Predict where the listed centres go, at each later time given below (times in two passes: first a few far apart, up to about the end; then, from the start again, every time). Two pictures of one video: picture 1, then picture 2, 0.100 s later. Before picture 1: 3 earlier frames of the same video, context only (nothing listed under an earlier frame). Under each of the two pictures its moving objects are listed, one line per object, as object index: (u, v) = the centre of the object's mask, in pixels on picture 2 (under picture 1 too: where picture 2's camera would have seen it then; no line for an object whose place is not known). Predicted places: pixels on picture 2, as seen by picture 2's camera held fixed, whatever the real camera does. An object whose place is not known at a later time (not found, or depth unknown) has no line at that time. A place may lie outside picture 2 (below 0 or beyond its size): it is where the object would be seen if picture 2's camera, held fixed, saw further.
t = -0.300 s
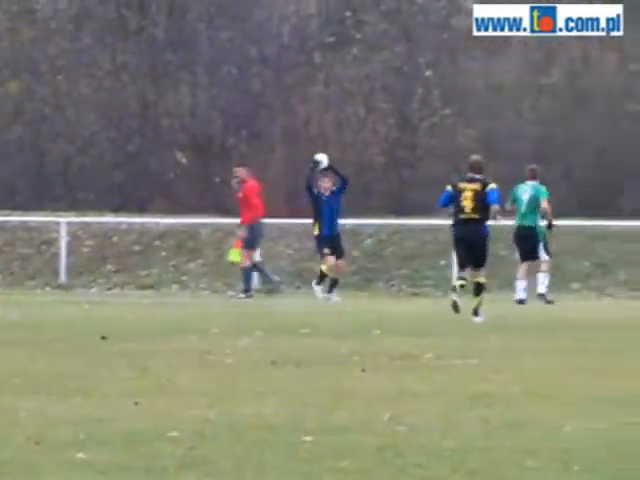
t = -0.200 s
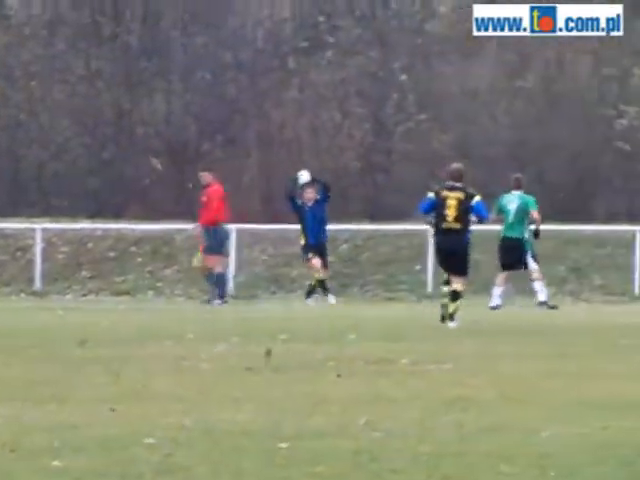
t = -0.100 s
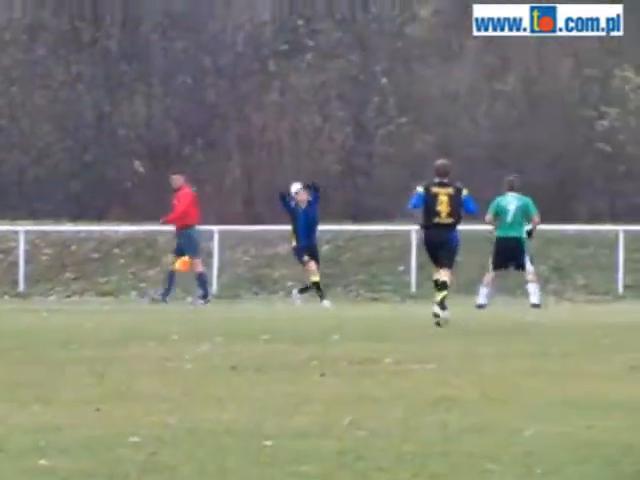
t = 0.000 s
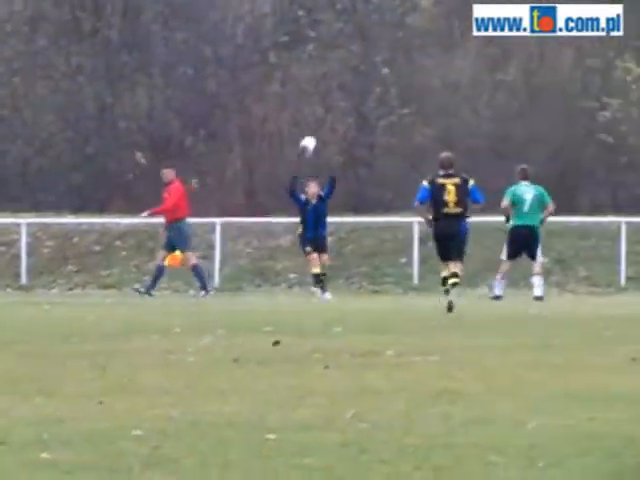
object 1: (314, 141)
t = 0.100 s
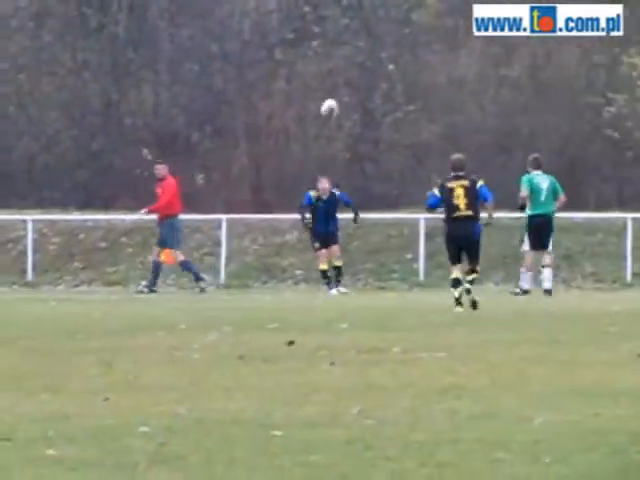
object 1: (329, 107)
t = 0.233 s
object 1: (350, 71)
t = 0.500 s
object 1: (396, 30)
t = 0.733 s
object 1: (448, 32)
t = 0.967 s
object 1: (503, 71)
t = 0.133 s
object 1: (334, 97)
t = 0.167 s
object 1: (340, 87)
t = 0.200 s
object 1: (344, 78)
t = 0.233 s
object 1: (350, 71)
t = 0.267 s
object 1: (356, 62)
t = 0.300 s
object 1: (361, 56)
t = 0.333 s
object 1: (367, 49)
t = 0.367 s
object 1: (372, 45)
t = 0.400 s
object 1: (378, 40)
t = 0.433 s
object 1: (384, 36)
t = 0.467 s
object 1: (390, 31)
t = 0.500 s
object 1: (396, 30)
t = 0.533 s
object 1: (403, 27)
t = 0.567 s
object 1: (410, 26)
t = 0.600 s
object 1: (418, 27)
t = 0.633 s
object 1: (425, 27)
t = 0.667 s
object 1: (432, 27)
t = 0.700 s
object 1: (440, 30)
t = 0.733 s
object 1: (448, 32)
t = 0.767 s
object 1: (456, 36)
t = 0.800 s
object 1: (464, 39)
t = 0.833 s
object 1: (471, 44)
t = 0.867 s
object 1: (480, 50)
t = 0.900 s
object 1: (487, 56)
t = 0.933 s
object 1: (496, 63)
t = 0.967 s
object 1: (503, 71)
